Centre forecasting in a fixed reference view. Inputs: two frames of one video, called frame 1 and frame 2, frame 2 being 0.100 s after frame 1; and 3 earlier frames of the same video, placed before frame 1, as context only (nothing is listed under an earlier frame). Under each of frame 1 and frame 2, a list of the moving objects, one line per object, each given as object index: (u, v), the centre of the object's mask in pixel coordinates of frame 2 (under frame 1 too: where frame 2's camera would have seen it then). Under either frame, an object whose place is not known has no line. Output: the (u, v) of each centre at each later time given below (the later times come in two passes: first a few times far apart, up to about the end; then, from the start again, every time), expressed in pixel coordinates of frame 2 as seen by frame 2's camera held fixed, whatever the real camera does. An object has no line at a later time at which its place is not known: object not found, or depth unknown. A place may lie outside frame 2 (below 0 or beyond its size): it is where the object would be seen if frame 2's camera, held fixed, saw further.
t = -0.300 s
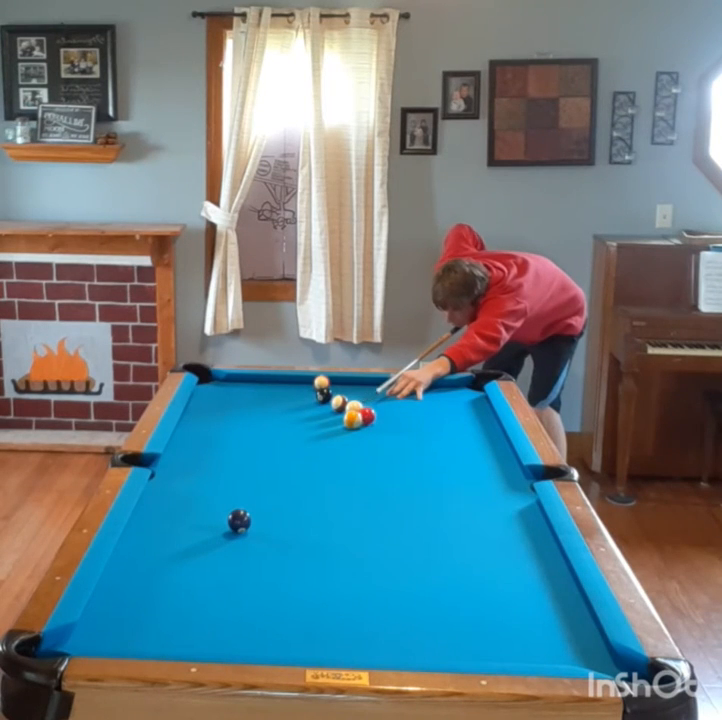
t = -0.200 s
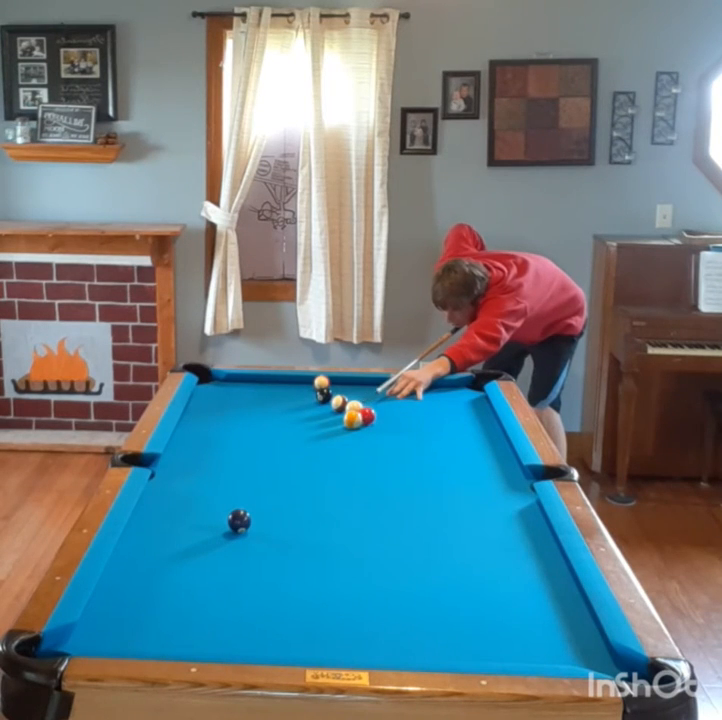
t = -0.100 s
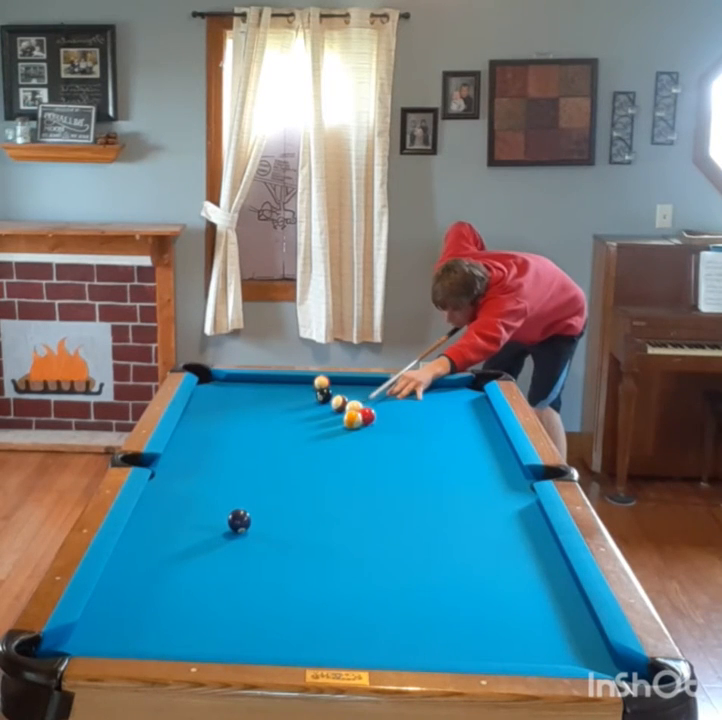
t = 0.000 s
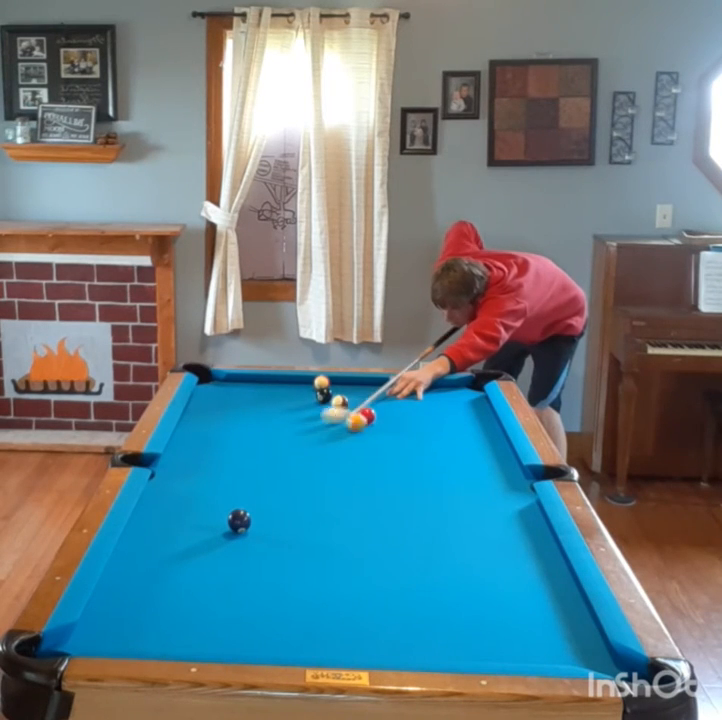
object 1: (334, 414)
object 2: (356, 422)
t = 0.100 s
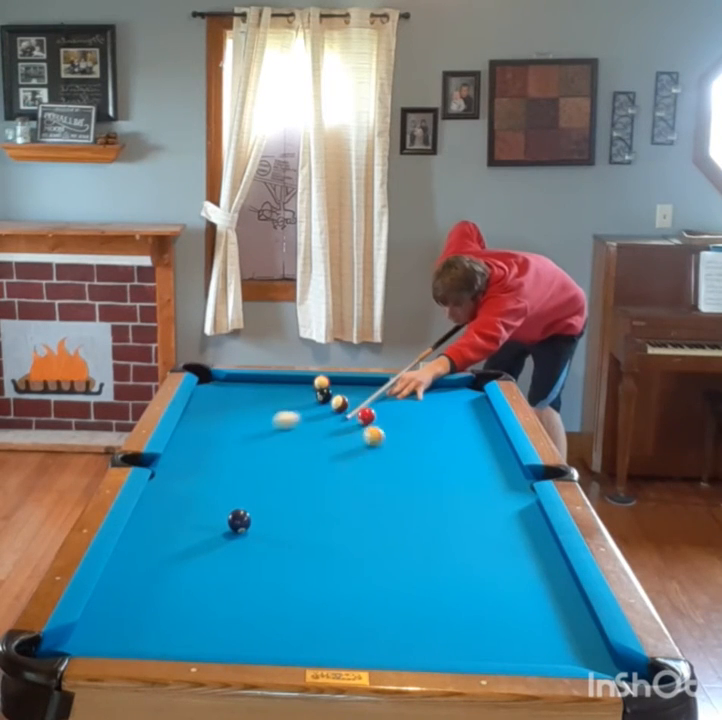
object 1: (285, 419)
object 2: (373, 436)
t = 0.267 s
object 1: (216, 426)
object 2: (400, 457)
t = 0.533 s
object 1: (218, 431)
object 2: (447, 495)
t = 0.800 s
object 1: (259, 436)
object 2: (504, 541)
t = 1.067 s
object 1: (301, 440)
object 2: (572, 598)
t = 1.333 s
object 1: (340, 444)
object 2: (573, 652)
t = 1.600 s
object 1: (379, 448)
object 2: (585, 634)
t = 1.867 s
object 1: (416, 452)
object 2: (571, 612)
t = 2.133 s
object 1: (452, 456)
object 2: (554, 594)
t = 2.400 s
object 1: (487, 460)
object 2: (538, 577)
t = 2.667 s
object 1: (506, 463)
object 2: (524, 564)
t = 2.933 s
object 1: (489, 463)
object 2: (512, 553)
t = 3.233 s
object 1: (472, 464)
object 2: (501, 542)
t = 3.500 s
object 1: (459, 465)
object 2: (492, 534)
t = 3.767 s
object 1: (448, 465)
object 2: (485, 527)
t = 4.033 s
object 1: (438, 465)
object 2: (480, 522)
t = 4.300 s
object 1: (431, 465)
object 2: (476, 518)
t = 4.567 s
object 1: (425, 465)
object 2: (472, 514)
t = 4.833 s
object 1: (421, 465)
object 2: (468, 512)
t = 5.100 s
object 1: (419, 465)
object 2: (466, 511)
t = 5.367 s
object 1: (419, 465)
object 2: (465, 511)
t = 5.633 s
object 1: (419, 465)
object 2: (465, 511)
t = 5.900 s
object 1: (419, 465)
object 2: (466, 511)
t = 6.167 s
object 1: (419, 465)
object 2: (466, 511)
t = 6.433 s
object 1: (419, 465)
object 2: (466, 511)
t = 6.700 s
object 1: (419, 465)
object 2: (466, 511)
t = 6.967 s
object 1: (419, 465)
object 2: (466, 511)
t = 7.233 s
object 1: (419, 465)
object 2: (466, 511)
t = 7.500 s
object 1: (419, 465)
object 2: (466, 511)
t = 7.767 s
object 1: (419, 465)
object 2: (466, 511)
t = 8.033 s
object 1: (419, 465)
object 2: (466, 511)
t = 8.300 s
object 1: (419, 465)
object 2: (466, 511)
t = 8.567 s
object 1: (419, 465)
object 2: (466, 511)
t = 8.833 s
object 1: (419, 465)
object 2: (466, 511)
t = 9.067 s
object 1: (419, 465)
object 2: (466, 511)
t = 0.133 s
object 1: (270, 421)
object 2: (379, 440)
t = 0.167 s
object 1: (256, 422)
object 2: (384, 444)
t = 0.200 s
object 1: (242, 424)
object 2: (389, 449)
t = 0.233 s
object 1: (228, 425)
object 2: (395, 453)
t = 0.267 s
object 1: (216, 426)
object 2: (400, 457)
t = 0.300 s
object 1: (203, 426)
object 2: (405, 462)
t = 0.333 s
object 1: (191, 427)
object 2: (411, 466)
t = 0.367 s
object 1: (185, 428)
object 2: (417, 471)
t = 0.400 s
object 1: (192, 429)
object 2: (422, 475)
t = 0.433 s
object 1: (200, 429)
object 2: (428, 480)
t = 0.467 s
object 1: (206, 430)
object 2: (434, 485)
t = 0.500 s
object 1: (212, 431)
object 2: (441, 490)
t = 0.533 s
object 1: (218, 431)
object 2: (447, 495)
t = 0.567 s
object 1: (223, 432)
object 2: (453, 500)
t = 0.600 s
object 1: (228, 432)
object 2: (461, 506)
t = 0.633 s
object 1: (233, 433)
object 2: (467, 512)
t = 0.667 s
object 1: (238, 433)
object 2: (474, 517)
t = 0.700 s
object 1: (244, 434)
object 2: (481, 523)
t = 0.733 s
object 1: (249, 435)
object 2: (489, 529)
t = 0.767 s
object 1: (254, 435)
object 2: (496, 535)
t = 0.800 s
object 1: (259, 436)
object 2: (504, 541)
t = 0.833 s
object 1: (265, 436)
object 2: (512, 548)
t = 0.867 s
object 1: (270, 437)
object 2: (521, 554)
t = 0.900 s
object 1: (275, 438)
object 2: (530, 561)
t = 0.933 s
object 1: (280, 438)
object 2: (538, 568)
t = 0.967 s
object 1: (285, 438)
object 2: (548, 576)
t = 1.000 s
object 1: (290, 439)
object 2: (557, 583)
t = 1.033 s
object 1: (295, 440)
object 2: (566, 590)
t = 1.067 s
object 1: (301, 440)
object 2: (572, 598)
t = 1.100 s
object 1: (306, 441)
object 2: (572, 604)
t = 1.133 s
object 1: (310, 441)
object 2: (572, 611)
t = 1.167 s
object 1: (315, 442)
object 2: (572, 618)
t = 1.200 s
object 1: (320, 442)
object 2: (572, 624)
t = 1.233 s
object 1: (326, 443)
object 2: (572, 632)
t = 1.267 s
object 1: (331, 443)
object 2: (573, 639)
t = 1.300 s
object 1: (335, 444)
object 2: (573, 647)
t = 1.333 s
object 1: (340, 444)
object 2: (573, 652)
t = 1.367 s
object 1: (345, 445)
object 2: (574, 657)
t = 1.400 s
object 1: (350, 445)
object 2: (576, 654)
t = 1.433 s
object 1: (355, 446)
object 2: (577, 651)
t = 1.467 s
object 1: (360, 446)
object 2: (579, 648)
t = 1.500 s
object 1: (364, 447)
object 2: (580, 644)
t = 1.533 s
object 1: (370, 447)
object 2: (582, 641)
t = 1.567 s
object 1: (374, 448)
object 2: (584, 637)
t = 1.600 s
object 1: (379, 448)
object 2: (585, 634)
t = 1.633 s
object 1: (384, 449)
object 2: (587, 631)
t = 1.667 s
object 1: (388, 449)
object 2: (587, 628)
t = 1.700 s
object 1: (393, 450)
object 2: (584, 625)
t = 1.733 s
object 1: (398, 450)
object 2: (581, 623)
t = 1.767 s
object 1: (402, 451)
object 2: (579, 619)
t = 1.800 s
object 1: (407, 451)
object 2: (576, 617)
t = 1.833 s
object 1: (412, 452)
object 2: (574, 615)
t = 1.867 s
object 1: (416, 452)
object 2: (571, 612)
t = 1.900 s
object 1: (421, 453)
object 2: (569, 610)
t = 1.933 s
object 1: (425, 453)
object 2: (567, 607)
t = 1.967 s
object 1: (430, 454)
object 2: (564, 604)
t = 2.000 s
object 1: (435, 454)
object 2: (562, 603)
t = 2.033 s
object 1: (439, 455)
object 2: (560, 600)
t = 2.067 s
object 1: (443, 455)
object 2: (558, 598)
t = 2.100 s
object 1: (448, 456)
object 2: (556, 596)
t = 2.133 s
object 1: (452, 456)
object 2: (554, 594)
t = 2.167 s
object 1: (457, 457)
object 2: (551, 592)
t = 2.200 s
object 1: (461, 457)
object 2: (549, 590)
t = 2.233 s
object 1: (466, 458)
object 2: (548, 587)
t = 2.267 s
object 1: (470, 458)
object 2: (546, 586)
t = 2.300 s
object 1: (474, 459)
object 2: (544, 583)
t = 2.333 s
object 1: (479, 459)
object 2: (542, 581)
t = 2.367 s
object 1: (483, 460)
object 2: (540, 579)
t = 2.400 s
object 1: (487, 460)
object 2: (538, 577)
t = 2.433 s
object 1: (491, 460)
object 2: (536, 576)
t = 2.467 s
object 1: (496, 461)
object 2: (534, 574)
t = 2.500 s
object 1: (500, 461)
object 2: (533, 573)
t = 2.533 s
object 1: (504, 461)
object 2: (531, 571)
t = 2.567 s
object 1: (508, 462)
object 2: (529, 569)
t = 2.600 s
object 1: (510, 462)
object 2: (528, 567)
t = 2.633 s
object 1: (508, 463)
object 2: (526, 566)
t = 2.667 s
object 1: (506, 463)
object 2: (524, 564)
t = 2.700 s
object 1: (503, 463)
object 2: (523, 563)
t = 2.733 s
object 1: (501, 463)
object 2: (521, 561)
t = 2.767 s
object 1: (499, 463)
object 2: (519, 560)
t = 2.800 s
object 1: (497, 463)
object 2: (518, 558)
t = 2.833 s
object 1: (495, 463)
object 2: (516, 557)
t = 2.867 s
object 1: (493, 463)
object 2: (515, 555)
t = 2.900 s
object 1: (491, 463)
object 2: (514, 554)
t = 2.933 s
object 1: (489, 463)
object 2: (512, 553)
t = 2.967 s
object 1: (486, 463)
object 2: (511, 551)
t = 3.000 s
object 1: (485, 463)
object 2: (510, 550)
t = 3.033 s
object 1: (483, 463)
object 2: (508, 548)
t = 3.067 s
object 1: (481, 464)
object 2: (507, 548)
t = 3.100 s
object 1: (479, 464)
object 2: (506, 546)
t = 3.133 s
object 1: (477, 464)
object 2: (504, 545)
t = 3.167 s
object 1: (475, 464)
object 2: (503, 544)
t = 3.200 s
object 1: (473, 464)
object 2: (502, 543)
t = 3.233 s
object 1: (472, 464)
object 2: (501, 542)
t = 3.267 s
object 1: (470, 464)
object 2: (500, 541)
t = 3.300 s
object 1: (468, 464)
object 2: (498, 540)
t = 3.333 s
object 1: (466, 464)
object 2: (498, 539)
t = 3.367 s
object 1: (465, 465)
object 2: (497, 538)
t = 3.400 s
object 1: (463, 464)
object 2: (495, 537)
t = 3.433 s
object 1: (462, 465)
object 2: (494, 536)
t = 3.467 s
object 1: (460, 465)
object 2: (493, 535)
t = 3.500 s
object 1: (459, 465)
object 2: (492, 534)
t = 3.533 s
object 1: (457, 465)
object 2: (491, 533)
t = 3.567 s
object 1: (456, 465)
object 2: (490, 532)
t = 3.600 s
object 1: (454, 465)
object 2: (490, 531)
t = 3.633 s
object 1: (453, 465)
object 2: (489, 530)
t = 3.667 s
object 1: (452, 465)
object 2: (488, 530)
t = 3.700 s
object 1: (450, 465)
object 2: (487, 529)
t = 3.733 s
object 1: (449, 465)
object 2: (486, 528)
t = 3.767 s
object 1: (448, 465)
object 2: (485, 527)
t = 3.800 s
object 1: (446, 465)
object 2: (485, 527)
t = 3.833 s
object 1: (445, 465)
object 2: (484, 526)
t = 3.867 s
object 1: (444, 465)
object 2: (483, 525)
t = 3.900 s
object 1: (443, 465)
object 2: (483, 524)
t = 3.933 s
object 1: (441, 465)
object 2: (482, 524)
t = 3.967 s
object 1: (440, 465)
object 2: (481, 523)
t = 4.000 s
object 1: (439, 465)
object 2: (481, 523)
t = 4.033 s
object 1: (438, 465)
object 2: (480, 522)
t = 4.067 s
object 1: (437, 465)
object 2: (480, 522)
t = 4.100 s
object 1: (436, 465)
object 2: (479, 521)
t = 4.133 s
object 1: (435, 465)
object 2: (478, 521)
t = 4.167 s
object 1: (434, 465)
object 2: (478, 520)
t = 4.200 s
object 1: (433, 465)
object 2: (477, 519)
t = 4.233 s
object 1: (432, 465)
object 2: (477, 519)
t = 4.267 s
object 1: (431, 465)
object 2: (476, 518)
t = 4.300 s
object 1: (431, 465)
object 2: (476, 518)
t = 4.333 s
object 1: (430, 465)
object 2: (475, 517)
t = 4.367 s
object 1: (429, 465)
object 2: (475, 517)
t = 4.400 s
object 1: (428, 465)
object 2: (475, 516)
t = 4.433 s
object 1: (427, 465)
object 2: (474, 516)
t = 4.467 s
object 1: (427, 465)
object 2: (474, 515)
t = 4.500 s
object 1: (426, 465)
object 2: (473, 515)
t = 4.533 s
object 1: (425, 465)
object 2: (473, 514)
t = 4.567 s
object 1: (425, 465)
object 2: (472, 514)
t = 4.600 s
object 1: (423, 465)
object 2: (471, 513)
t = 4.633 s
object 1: (423, 465)
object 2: (471, 513)
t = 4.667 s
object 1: (423, 465)
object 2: (470, 513)
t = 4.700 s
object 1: (422, 465)
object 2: (470, 513)
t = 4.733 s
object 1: (422, 465)
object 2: (469, 512)
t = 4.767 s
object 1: (421, 465)
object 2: (469, 512)
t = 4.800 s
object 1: (421, 465)
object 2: (469, 512)
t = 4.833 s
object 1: (421, 465)
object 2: (468, 512)
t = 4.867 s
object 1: (420, 465)
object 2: (468, 512)
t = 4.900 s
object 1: (420, 465)
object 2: (468, 512)
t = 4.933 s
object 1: (420, 465)
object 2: (467, 511)
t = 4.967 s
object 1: (419, 465)
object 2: (467, 511)
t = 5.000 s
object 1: (419, 465)
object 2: (467, 511)
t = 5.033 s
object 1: (419, 465)
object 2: (467, 511)
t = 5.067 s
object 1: (419, 465)
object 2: (466, 511)
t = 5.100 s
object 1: (419, 465)
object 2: (466, 511)
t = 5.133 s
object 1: (419, 465)
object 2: (466, 511)
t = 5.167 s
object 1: (419, 465)
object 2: (466, 511)
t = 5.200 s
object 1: (419, 465)
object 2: (465, 511)
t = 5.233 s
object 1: (419, 465)
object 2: (465, 511)
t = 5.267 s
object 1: (419, 465)
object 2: (465, 511)
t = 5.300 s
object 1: (419, 465)
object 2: (465, 511)
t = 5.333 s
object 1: (419, 465)
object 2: (465, 511)
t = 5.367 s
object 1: (419, 465)
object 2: (465, 511)
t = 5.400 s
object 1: (419, 465)
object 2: (465, 511)
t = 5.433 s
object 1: (419, 465)
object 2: (465, 511)
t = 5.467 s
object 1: (419, 465)
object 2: (465, 511)
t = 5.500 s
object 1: (419, 465)
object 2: (465, 511)
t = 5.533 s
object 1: (419, 465)
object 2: (465, 511)
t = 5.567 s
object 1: (419, 465)
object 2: (465, 511)
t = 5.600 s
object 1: (419, 465)
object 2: (465, 511)
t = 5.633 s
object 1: (419, 465)
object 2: (465, 511)
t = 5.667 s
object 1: (419, 465)
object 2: (465, 511)
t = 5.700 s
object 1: (419, 465)
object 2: (465, 511)
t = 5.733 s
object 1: (419, 465)
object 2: (465, 511)
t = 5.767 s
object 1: (419, 465)
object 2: (465, 511)
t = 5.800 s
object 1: (419, 465)
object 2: (465, 511)
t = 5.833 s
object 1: (419, 465)
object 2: (465, 511)
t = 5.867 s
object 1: (419, 465)
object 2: (466, 511)
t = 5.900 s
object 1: (419, 465)
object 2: (466, 511)
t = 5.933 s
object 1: (419, 465)
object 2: (466, 511)
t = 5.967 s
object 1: (419, 465)
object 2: (466, 511)
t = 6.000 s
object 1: (419, 465)
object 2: (466, 511)
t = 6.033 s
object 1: (419, 465)
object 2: (466, 511)
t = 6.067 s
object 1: (419, 465)
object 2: (466, 511)
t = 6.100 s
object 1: (419, 465)
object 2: (466, 511)
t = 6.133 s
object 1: (419, 465)
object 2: (466, 511)
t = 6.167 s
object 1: (419, 465)
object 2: (466, 511)
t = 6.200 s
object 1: (419, 465)
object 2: (466, 511)
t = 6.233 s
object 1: (419, 465)
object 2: (466, 511)
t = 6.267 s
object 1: (419, 465)
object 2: (466, 511)
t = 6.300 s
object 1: (419, 465)
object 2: (466, 511)
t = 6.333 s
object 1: (419, 465)
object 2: (466, 511)
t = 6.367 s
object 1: (419, 465)
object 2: (466, 511)
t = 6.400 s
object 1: (419, 465)
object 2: (466, 511)
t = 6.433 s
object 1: (419, 465)
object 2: (466, 511)
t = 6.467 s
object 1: (419, 465)
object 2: (466, 511)
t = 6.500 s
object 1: (419, 465)
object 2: (466, 511)
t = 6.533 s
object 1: (419, 465)
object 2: (466, 511)
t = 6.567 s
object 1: (419, 465)
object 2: (466, 511)
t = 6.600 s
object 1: (419, 465)
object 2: (466, 511)
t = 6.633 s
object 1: (419, 465)
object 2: (466, 511)
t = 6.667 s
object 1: (419, 465)
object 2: (466, 511)
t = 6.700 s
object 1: (419, 465)
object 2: (466, 511)
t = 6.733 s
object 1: (419, 465)
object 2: (466, 511)
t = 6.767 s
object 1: (419, 465)
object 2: (466, 511)
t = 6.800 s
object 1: (419, 465)
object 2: (466, 511)
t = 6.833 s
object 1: (419, 465)
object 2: (466, 511)
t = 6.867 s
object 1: (419, 465)
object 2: (466, 511)
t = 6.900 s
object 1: (419, 465)
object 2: (466, 511)
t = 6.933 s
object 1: (419, 465)
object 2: (466, 511)
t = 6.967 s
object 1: (419, 465)
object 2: (466, 511)
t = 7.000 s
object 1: (419, 465)
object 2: (466, 511)
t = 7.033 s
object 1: (419, 465)
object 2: (466, 511)
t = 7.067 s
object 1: (419, 465)
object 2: (466, 511)
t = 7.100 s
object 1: (419, 465)
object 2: (466, 511)
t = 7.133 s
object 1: (419, 465)
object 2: (466, 511)
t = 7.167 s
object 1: (419, 465)
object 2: (466, 511)
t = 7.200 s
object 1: (419, 465)
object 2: (466, 511)
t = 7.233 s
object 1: (419, 465)
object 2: (466, 511)
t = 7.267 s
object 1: (419, 465)
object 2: (466, 511)
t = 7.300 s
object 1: (419, 465)
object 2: (466, 511)
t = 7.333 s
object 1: (420, 465)
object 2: (466, 511)
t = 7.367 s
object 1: (419, 465)
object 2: (466, 511)
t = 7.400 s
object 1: (419, 465)
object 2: (466, 511)
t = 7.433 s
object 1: (419, 465)
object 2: (466, 511)
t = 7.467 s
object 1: (419, 465)
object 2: (466, 511)
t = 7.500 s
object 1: (419, 465)
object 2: (466, 511)
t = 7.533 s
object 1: (419, 465)
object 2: (466, 511)
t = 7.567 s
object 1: (419, 465)
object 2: (466, 511)
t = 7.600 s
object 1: (419, 465)
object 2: (466, 511)
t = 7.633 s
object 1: (419, 465)
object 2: (466, 511)
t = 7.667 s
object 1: (419, 465)
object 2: (466, 511)
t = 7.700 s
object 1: (419, 465)
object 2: (466, 511)
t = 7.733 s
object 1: (419, 465)
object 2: (466, 511)
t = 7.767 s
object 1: (419, 465)
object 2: (466, 511)
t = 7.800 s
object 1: (419, 465)
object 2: (466, 511)
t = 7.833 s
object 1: (419, 465)
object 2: (466, 511)
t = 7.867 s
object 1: (419, 465)
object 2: (466, 511)
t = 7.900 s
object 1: (419, 465)
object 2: (466, 511)
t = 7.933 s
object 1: (419, 465)
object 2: (466, 511)
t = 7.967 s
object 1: (419, 465)
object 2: (466, 511)
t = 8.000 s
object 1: (419, 465)
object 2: (466, 511)
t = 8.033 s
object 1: (419, 465)
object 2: (466, 511)
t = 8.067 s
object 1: (419, 465)
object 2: (466, 511)
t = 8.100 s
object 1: (419, 465)
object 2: (466, 511)
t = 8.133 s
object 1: (419, 465)
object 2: (466, 511)
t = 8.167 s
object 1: (419, 465)
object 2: (466, 511)
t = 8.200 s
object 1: (419, 465)
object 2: (466, 511)
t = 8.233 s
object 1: (419, 465)
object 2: (466, 511)
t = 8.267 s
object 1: (419, 465)
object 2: (466, 511)
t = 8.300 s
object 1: (419, 465)
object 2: (466, 511)
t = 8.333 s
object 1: (419, 465)
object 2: (466, 511)
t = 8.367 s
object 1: (419, 465)
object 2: (466, 511)
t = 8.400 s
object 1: (419, 465)
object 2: (466, 511)
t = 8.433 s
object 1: (419, 465)
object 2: (466, 511)
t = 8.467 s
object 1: (419, 465)
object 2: (466, 511)
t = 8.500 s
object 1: (419, 465)
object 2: (466, 511)
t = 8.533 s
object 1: (419, 465)
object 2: (466, 511)
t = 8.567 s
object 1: (419, 465)
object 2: (466, 511)
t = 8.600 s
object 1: (419, 465)
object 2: (466, 511)
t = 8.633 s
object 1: (419, 465)
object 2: (466, 511)
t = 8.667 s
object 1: (419, 465)
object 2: (466, 511)
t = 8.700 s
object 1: (419, 465)
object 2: (466, 511)
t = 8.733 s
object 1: (419, 465)
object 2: (466, 511)
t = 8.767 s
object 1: (419, 465)
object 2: (466, 511)
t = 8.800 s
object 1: (419, 465)
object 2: (466, 511)
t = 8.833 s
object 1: (419, 465)
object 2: (466, 511)
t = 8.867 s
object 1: (419, 465)
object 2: (466, 511)
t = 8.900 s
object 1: (419, 465)
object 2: (466, 511)
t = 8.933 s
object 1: (419, 465)
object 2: (466, 511)
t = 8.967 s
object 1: (419, 465)
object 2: (466, 511)
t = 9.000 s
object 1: (419, 465)
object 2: (466, 511)
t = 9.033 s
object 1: (419, 465)
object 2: (466, 511)
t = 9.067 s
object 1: (419, 465)
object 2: (466, 511)
